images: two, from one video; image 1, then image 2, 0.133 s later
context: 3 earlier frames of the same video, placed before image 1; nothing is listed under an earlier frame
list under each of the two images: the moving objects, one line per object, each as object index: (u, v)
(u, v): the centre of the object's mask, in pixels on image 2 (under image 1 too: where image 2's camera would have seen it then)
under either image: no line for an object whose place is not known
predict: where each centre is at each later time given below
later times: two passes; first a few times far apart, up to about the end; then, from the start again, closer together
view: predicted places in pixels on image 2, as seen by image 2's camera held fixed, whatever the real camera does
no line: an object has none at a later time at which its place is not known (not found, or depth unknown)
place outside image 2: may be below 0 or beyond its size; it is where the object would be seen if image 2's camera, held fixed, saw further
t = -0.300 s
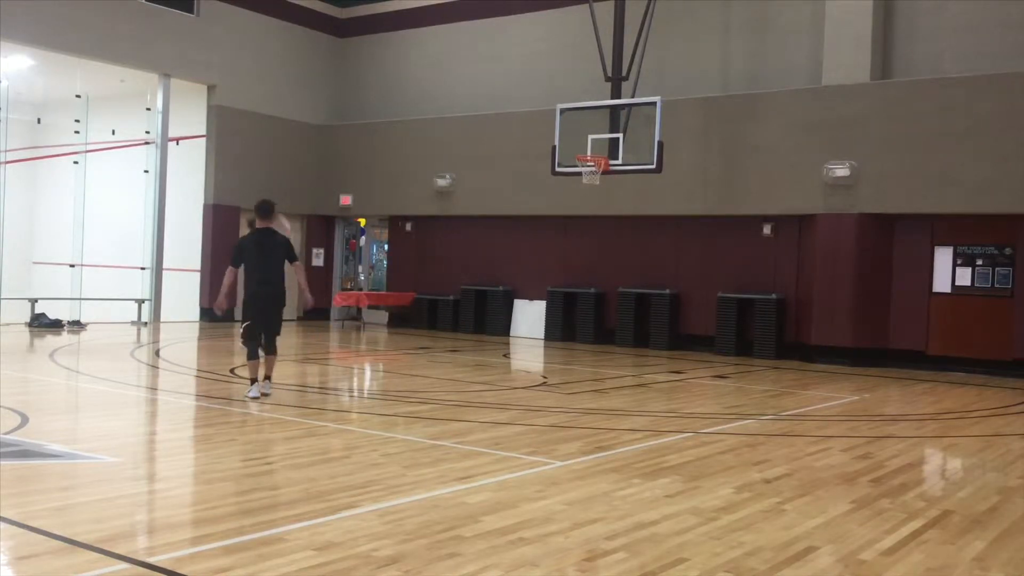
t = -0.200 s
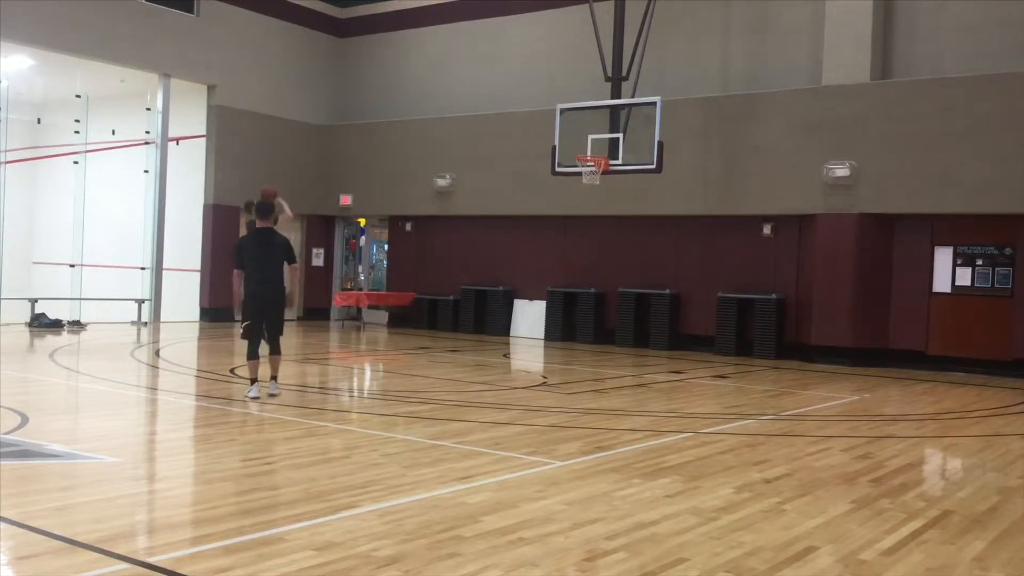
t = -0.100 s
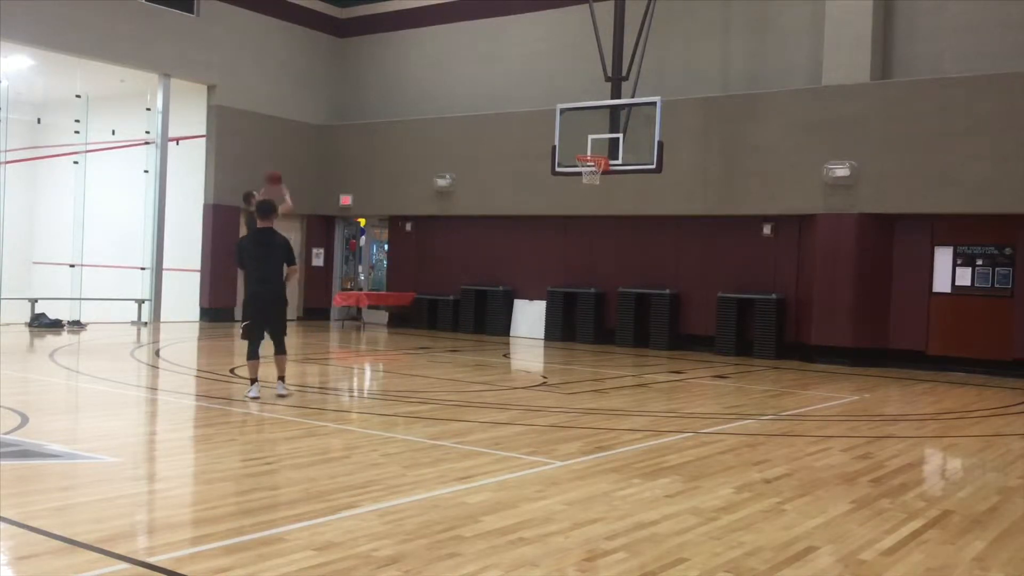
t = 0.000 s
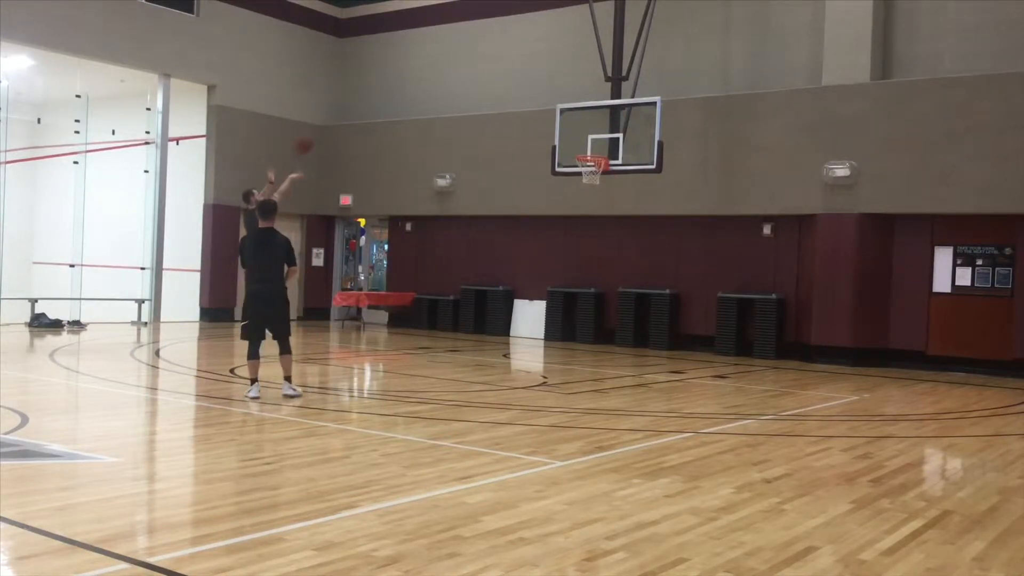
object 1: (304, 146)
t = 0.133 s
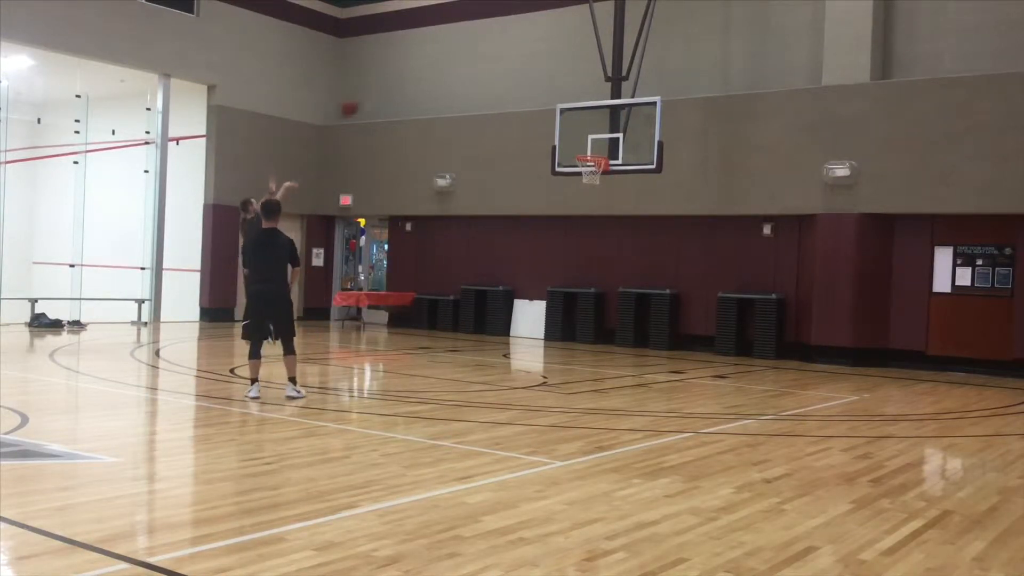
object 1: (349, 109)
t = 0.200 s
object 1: (371, 95)
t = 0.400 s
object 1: (434, 73)
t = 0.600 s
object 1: (493, 79)
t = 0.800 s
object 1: (547, 111)
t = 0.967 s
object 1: (591, 152)
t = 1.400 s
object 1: (584, 187)
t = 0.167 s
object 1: (360, 102)
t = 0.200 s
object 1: (371, 95)
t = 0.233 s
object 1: (382, 89)
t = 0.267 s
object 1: (392, 85)
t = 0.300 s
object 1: (402, 80)
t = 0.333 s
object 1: (414, 77)
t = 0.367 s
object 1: (424, 75)
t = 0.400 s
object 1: (434, 73)
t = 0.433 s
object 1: (444, 72)
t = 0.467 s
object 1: (453, 72)
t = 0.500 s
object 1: (464, 73)
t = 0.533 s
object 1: (474, 74)
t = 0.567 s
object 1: (483, 76)
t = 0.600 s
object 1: (493, 79)
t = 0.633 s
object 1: (502, 82)
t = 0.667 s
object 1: (512, 87)
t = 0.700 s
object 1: (521, 92)
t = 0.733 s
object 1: (529, 97)
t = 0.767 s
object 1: (538, 103)
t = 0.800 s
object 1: (547, 111)
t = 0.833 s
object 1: (556, 118)
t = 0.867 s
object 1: (567, 127)
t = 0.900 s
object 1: (573, 135)
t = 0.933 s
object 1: (580, 145)
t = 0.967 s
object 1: (591, 152)
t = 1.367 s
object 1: (585, 185)
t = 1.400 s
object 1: (584, 187)
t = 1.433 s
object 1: (584, 191)
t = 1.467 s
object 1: (582, 196)
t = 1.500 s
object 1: (581, 202)
